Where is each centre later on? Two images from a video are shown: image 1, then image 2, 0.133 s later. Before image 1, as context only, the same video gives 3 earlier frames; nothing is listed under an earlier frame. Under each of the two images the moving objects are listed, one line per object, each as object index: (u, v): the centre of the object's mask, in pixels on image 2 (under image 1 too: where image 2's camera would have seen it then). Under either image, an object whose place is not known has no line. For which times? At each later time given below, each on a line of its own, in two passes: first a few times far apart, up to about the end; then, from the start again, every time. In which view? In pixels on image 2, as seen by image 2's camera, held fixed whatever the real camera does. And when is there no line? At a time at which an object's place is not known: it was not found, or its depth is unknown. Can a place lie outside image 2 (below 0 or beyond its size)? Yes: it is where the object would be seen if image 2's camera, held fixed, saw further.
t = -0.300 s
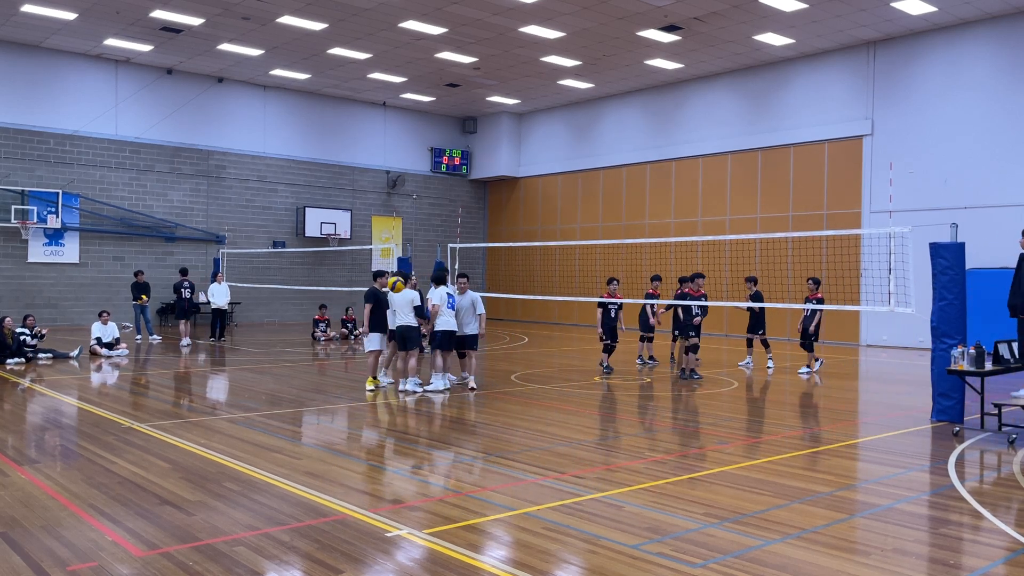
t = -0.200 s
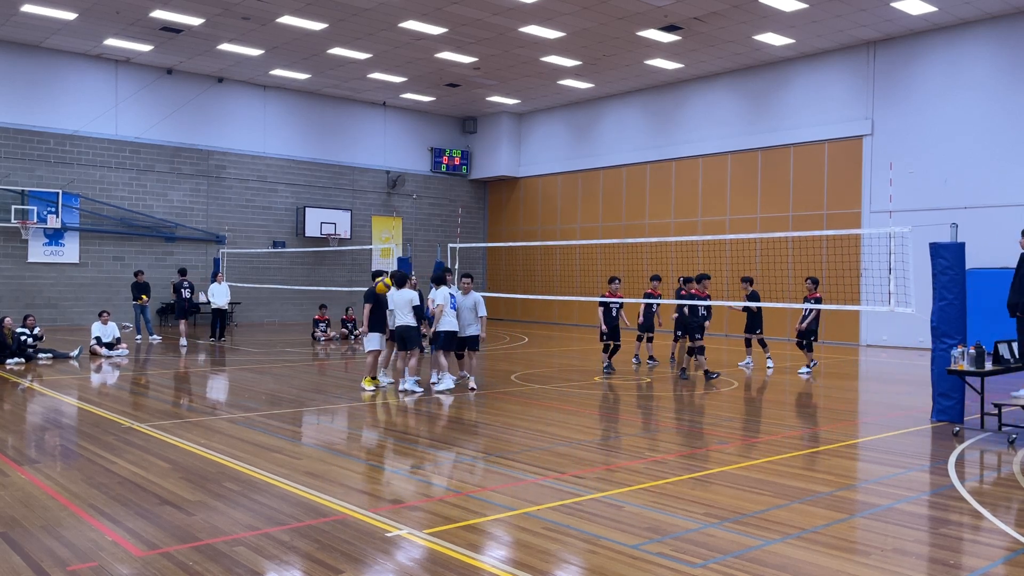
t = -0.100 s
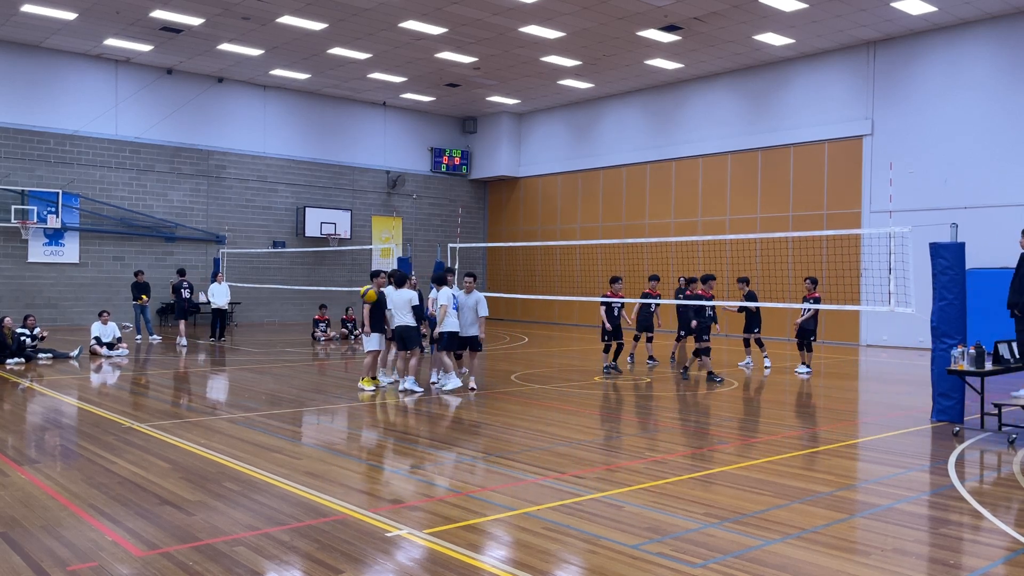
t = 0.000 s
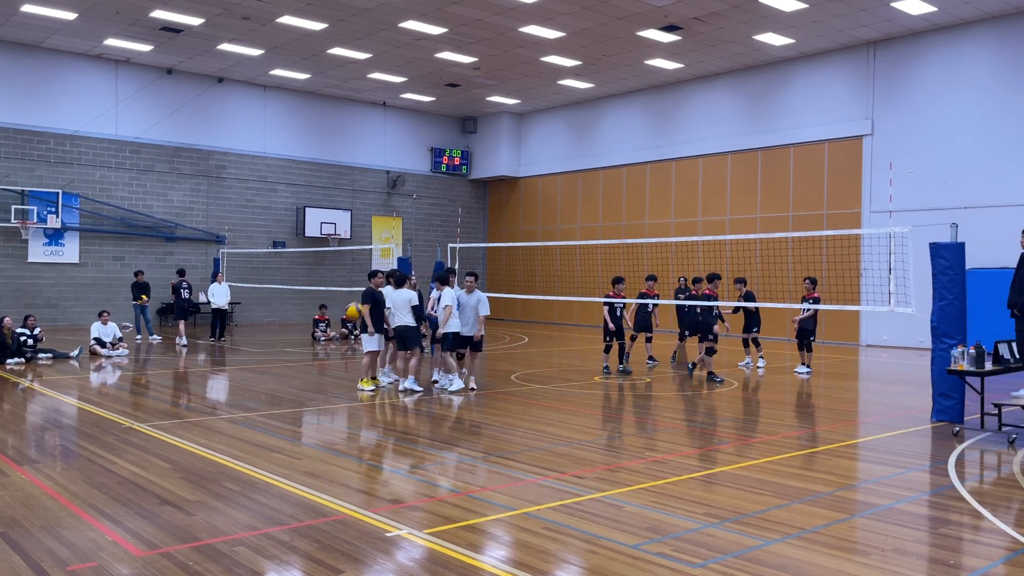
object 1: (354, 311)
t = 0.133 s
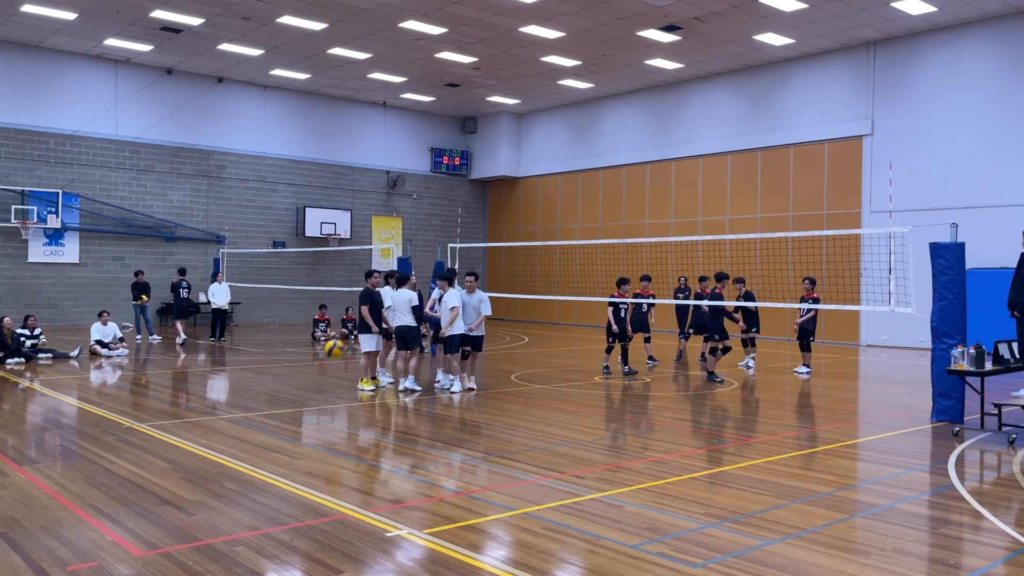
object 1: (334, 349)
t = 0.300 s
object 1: (307, 409)
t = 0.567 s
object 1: (260, 347)
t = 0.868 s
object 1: (200, 353)
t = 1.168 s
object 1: (131, 434)
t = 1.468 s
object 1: (58, 388)
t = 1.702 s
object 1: (4, 424)
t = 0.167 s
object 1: (329, 360)
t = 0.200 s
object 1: (323, 374)
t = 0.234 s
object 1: (319, 388)
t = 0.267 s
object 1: (313, 403)
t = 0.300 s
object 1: (307, 409)
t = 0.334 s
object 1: (302, 398)
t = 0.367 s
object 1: (296, 388)
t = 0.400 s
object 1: (290, 379)
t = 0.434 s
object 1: (285, 370)
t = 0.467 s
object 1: (279, 363)
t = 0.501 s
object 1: (273, 357)
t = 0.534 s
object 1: (266, 351)
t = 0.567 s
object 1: (260, 347)
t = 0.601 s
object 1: (254, 343)
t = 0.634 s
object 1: (248, 340)
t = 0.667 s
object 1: (241, 339)
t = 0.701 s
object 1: (235, 338)
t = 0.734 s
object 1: (228, 339)
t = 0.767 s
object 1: (221, 341)
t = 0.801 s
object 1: (214, 344)
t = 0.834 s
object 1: (207, 348)
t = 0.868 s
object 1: (200, 353)
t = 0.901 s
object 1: (193, 359)
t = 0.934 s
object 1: (184, 368)
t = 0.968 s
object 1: (177, 376)
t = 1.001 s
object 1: (170, 387)
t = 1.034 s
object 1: (163, 398)
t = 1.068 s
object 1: (155, 411)
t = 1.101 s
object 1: (147, 426)
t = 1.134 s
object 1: (139, 442)
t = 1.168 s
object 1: (131, 434)
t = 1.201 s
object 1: (123, 424)
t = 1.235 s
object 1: (116, 416)
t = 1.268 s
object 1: (108, 408)
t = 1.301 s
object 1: (100, 402)
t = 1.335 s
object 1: (92, 397)
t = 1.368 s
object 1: (84, 393)
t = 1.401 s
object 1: (76, 390)
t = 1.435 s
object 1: (67, 388)
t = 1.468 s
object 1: (58, 388)
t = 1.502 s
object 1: (49, 389)
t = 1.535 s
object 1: (40, 391)
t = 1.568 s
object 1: (31, 395)
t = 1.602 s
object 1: (22, 400)
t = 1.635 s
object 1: (14, 407)
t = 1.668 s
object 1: (8, 415)
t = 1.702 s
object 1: (4, 424)
